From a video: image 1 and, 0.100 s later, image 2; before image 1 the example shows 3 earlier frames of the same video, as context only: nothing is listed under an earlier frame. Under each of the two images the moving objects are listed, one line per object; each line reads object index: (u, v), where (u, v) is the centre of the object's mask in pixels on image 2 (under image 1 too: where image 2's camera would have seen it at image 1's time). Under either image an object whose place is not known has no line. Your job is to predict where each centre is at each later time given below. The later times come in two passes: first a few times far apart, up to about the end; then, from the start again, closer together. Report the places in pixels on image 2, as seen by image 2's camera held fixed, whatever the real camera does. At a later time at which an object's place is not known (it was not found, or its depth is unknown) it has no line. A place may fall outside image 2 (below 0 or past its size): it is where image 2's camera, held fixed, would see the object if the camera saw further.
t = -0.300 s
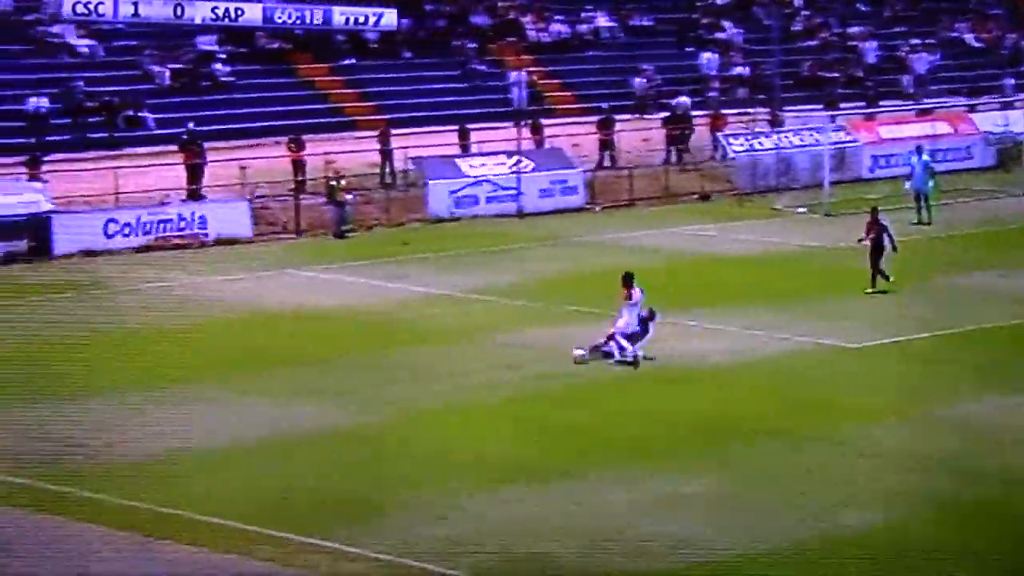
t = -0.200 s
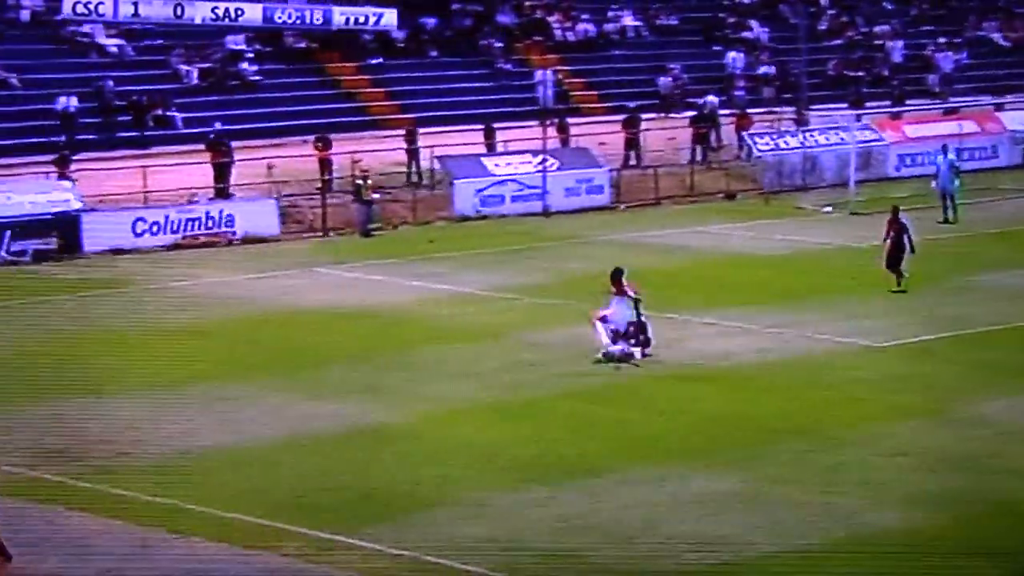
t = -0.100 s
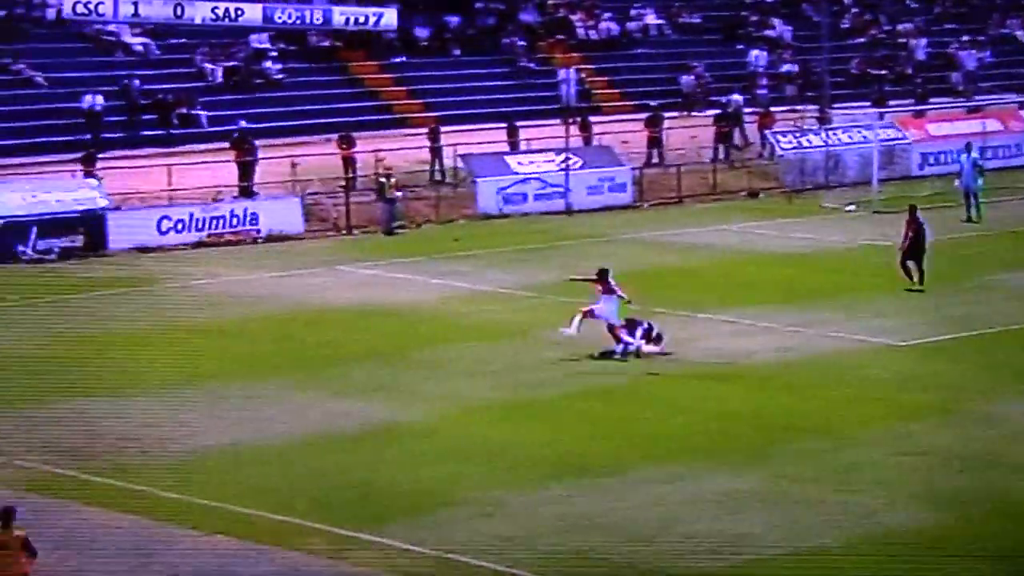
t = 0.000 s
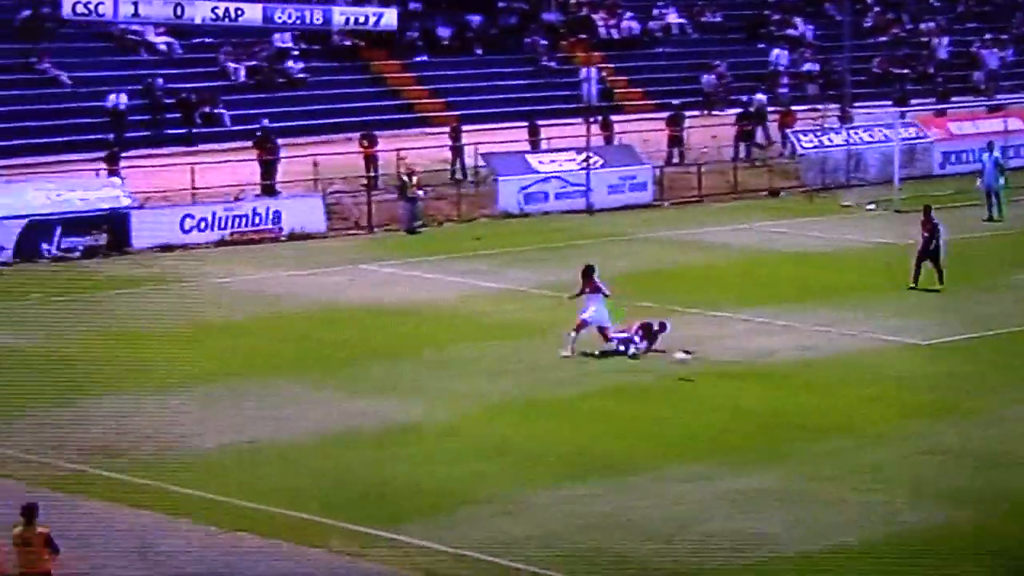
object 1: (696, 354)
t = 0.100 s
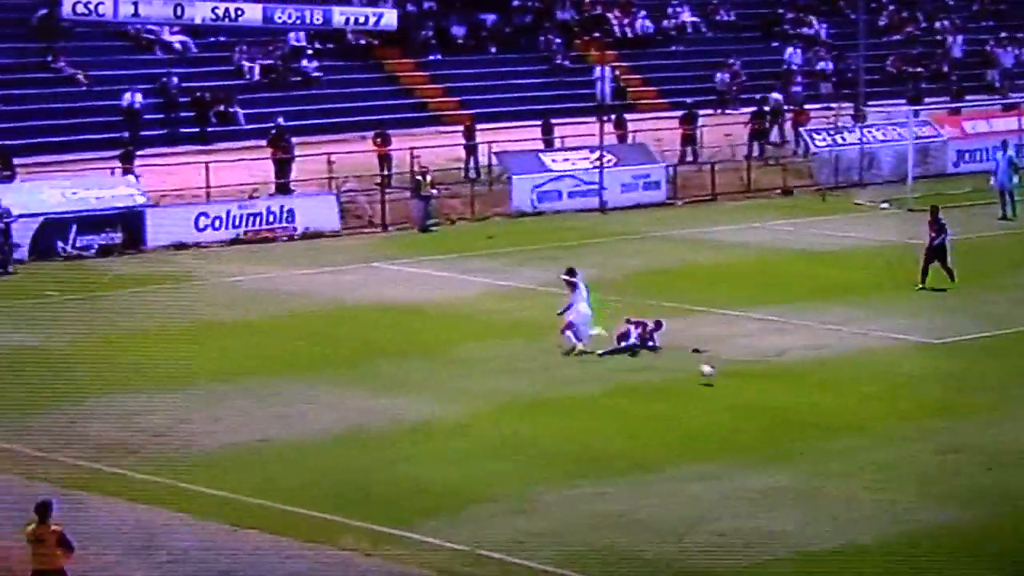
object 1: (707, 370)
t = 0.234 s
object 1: (716, 382)
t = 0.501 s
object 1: (732, 398)
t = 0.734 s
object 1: (742, 414)
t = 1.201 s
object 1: (768, 441)
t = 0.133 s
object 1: (711, 376)
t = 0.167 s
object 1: (713, 380)
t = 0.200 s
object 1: (715, 381)
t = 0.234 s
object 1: (716, 382)
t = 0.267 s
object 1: (720, 378)
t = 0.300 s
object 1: (721, 379)
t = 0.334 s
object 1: (723, 381)
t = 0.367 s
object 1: (725, 383)
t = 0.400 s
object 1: (727, 388)
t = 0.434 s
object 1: (728, 391)
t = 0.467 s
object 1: (730, 396)
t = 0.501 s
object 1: (732, 398)
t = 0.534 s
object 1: (734, 402)
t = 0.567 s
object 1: (735, 402)
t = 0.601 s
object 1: (737, 403)
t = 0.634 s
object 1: (738, 405)
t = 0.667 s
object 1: (739, 408)
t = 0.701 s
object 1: (741, 410)
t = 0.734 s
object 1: (742, 414)
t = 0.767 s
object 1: (744, 415)
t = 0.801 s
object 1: (746, 416)
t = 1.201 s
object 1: (768, 441)
